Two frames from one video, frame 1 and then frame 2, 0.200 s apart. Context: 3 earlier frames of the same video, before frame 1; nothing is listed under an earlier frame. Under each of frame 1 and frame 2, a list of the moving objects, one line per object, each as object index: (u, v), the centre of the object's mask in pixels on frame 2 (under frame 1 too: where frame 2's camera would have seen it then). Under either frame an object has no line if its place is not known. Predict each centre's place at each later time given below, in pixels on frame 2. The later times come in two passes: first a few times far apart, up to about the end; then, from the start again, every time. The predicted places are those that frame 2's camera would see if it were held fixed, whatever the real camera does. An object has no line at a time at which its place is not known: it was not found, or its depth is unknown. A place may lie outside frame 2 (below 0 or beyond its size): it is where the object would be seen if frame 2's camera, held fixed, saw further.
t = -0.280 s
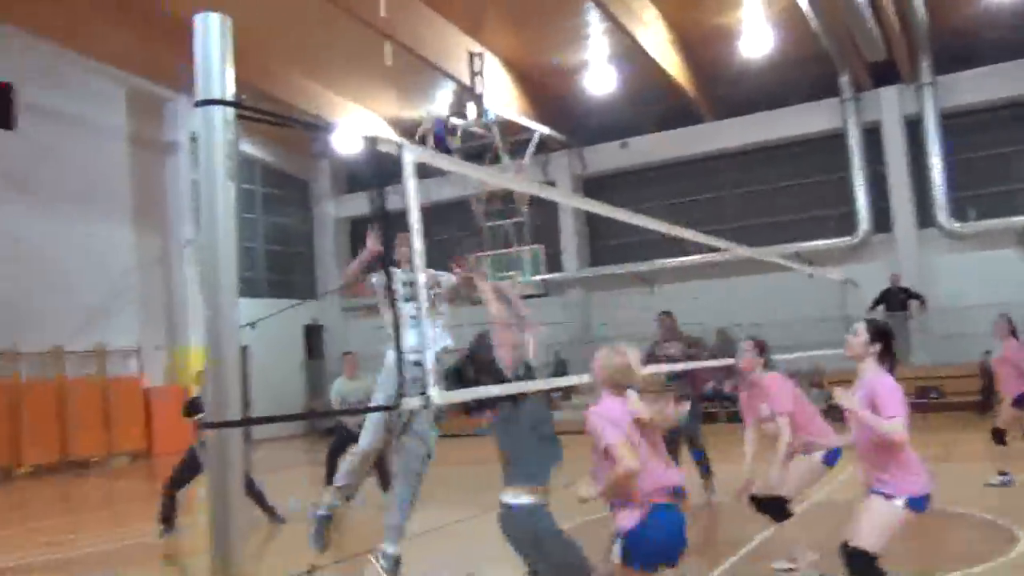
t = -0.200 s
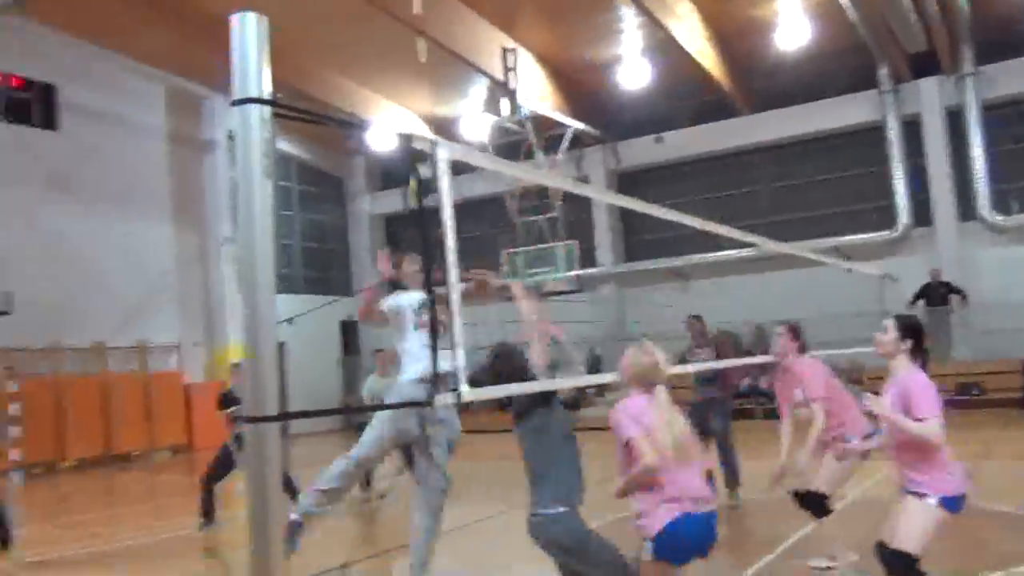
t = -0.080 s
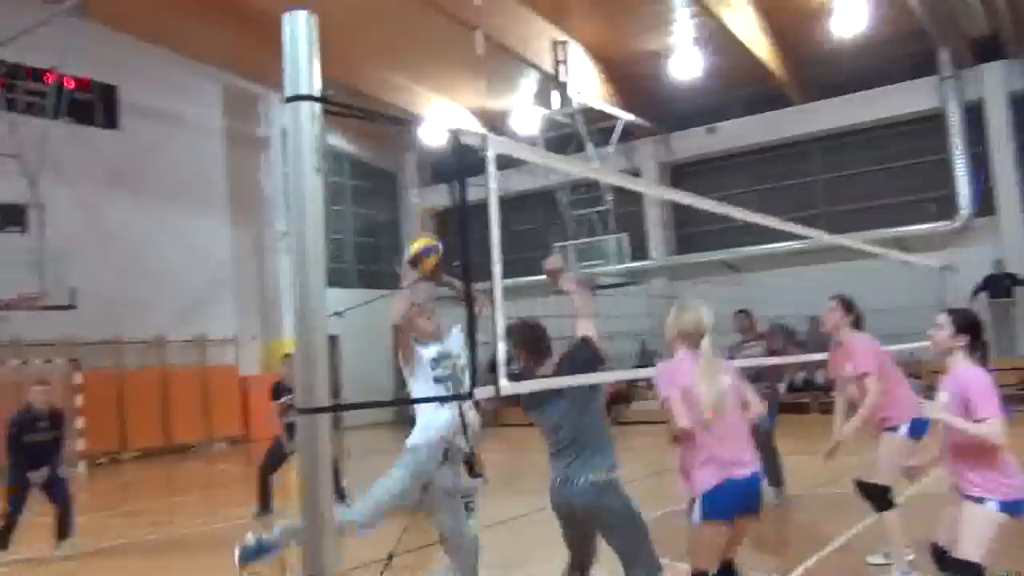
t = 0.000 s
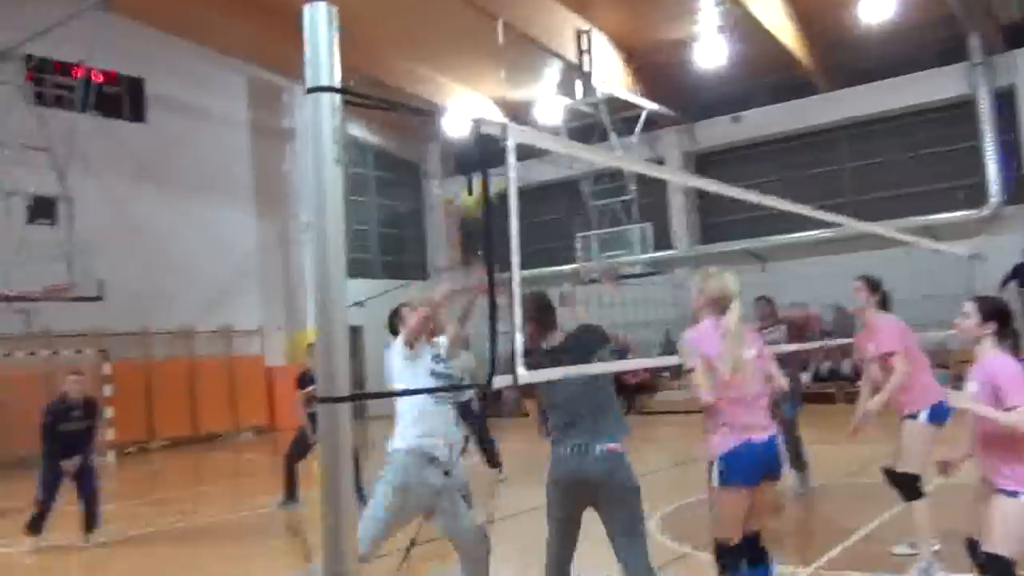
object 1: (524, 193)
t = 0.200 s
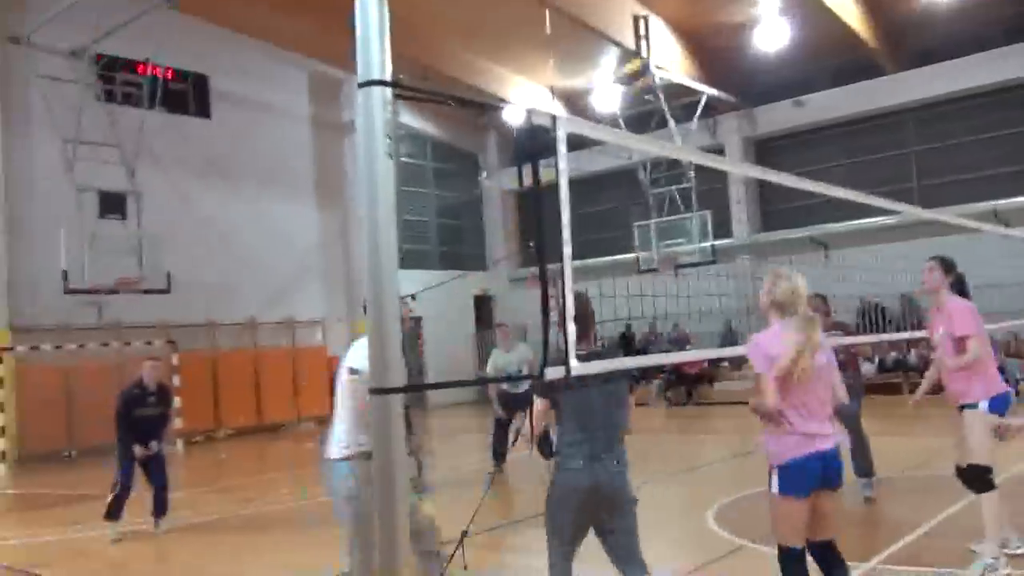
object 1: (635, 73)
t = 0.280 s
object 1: (680, 55)
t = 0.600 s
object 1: (855, 69)
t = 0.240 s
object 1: (657, 64)
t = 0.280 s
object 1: (680, 55)
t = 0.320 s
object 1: (702, 47)
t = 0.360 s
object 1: (724, 41)
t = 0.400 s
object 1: (738, 37)
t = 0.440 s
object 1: (766, 38)
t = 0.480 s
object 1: (791, 43)
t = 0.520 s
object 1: (811, 48)
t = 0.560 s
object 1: (833, 58)
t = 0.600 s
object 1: (855, 69)
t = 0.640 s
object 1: (877, 83)
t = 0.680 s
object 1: (897, 102)
